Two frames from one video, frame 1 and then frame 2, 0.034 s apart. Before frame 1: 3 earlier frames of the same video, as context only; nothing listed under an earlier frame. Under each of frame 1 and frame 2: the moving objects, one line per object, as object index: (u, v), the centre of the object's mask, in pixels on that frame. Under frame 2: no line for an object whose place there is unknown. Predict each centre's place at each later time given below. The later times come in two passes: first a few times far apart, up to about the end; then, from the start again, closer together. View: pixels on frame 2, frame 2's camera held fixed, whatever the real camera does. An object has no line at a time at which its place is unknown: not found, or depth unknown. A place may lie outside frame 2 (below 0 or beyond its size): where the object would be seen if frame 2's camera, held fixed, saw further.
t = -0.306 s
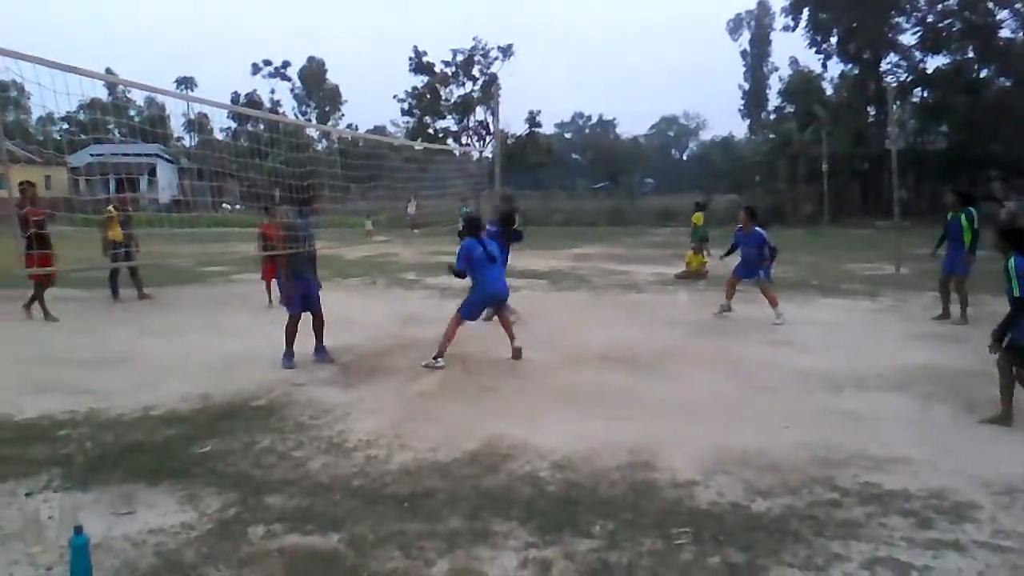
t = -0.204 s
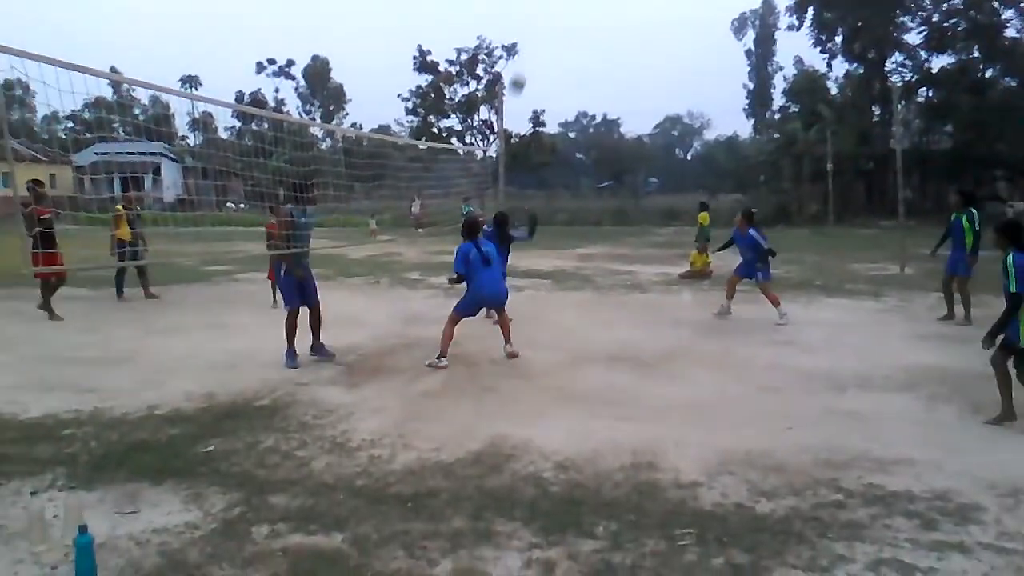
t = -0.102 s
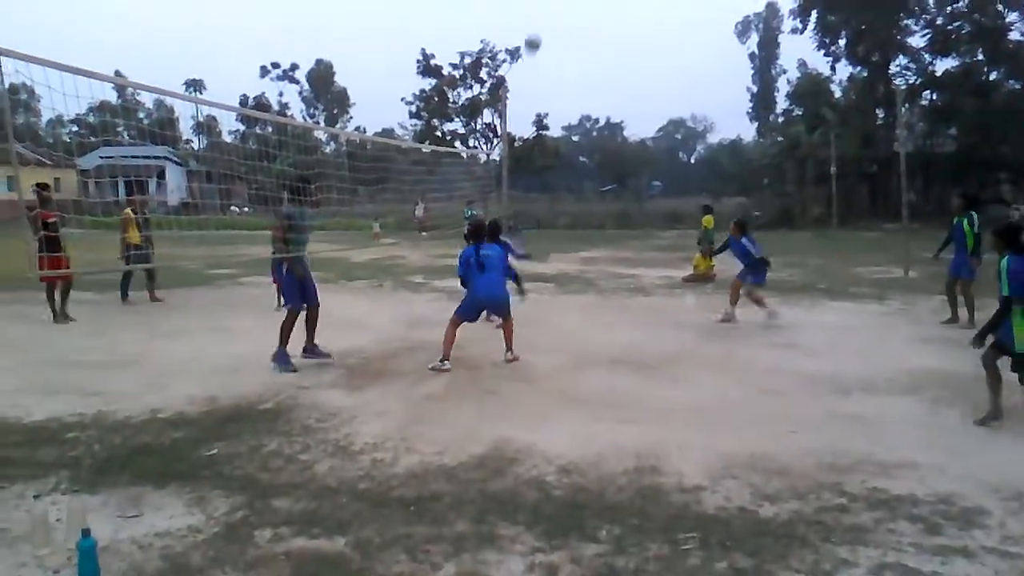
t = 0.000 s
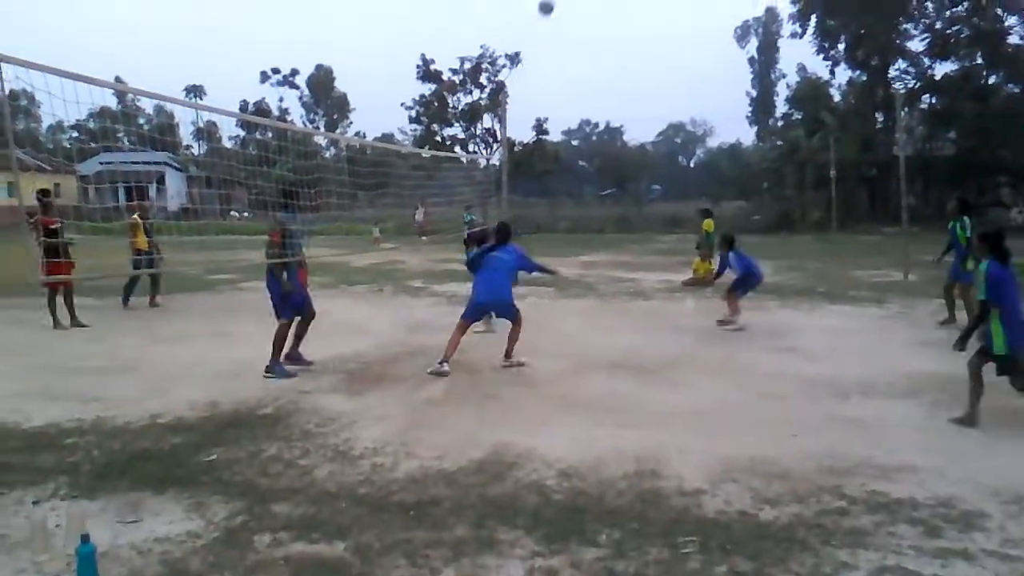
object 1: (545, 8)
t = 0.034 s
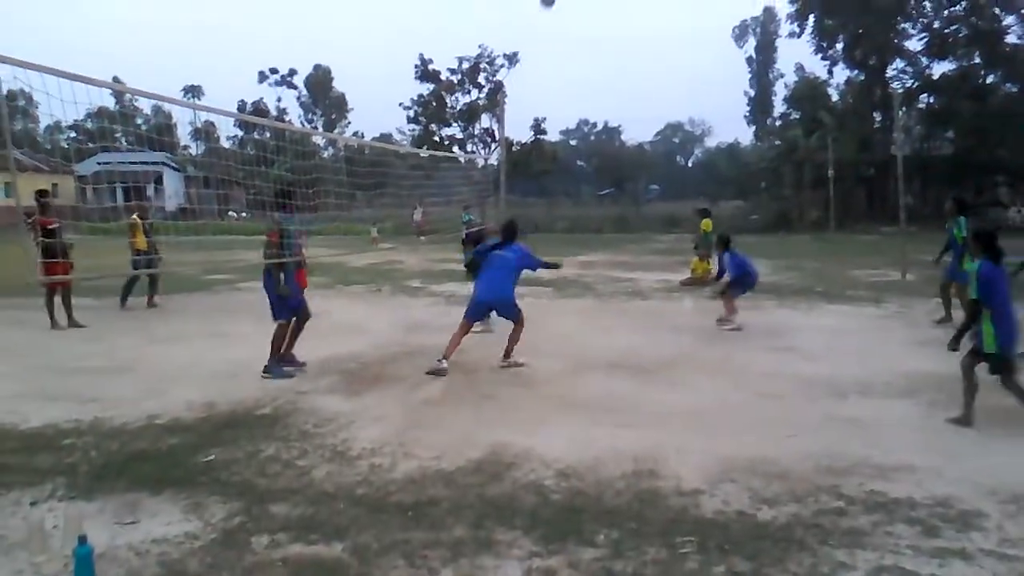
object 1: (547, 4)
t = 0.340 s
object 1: (577, -28)
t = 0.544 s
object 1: (591, -6)
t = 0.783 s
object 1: (607, 50)
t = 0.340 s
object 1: (577, -28)
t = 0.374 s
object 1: (579, -26)
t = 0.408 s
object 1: (581, -24)
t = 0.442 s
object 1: (584, -20)
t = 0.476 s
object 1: (586, -16)
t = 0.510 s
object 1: (589, -11)
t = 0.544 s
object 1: (591, -6)
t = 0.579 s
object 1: (594, 0)
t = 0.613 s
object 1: (596, 7)
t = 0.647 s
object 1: (598, 15)
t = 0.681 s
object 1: (601, 22)
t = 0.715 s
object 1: (603, 31)
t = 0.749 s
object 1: (605, 40)
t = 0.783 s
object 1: (607, 50)
